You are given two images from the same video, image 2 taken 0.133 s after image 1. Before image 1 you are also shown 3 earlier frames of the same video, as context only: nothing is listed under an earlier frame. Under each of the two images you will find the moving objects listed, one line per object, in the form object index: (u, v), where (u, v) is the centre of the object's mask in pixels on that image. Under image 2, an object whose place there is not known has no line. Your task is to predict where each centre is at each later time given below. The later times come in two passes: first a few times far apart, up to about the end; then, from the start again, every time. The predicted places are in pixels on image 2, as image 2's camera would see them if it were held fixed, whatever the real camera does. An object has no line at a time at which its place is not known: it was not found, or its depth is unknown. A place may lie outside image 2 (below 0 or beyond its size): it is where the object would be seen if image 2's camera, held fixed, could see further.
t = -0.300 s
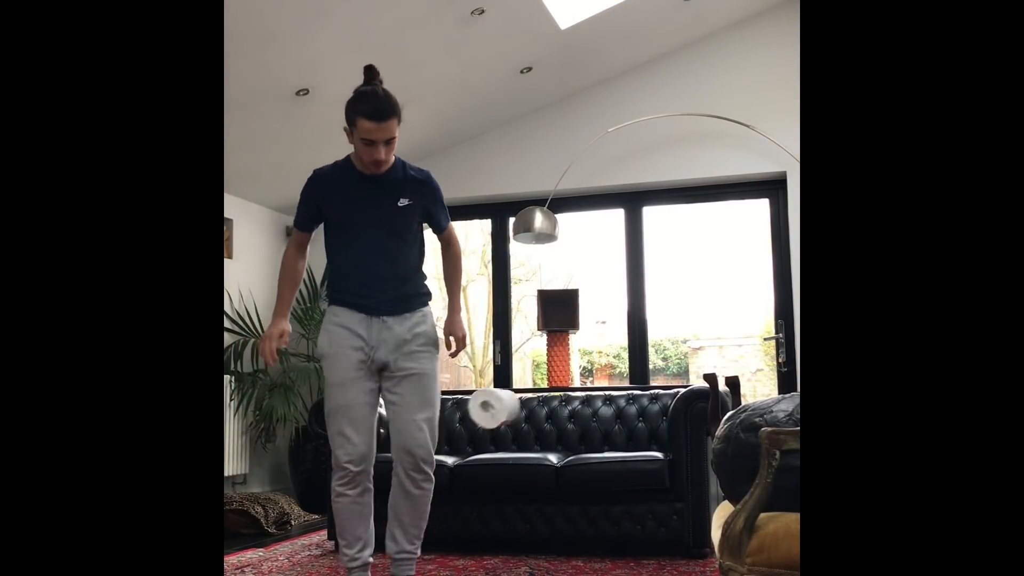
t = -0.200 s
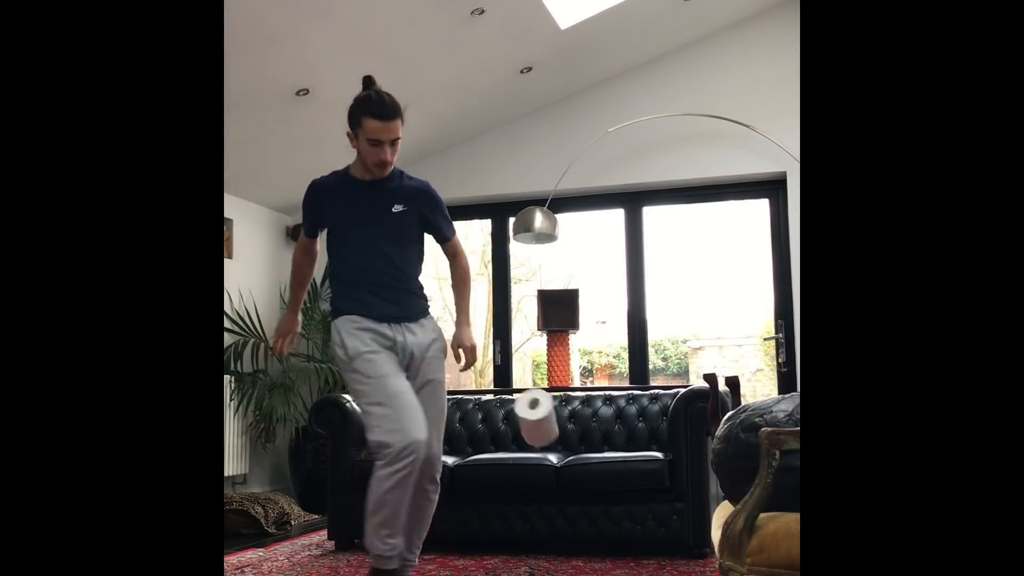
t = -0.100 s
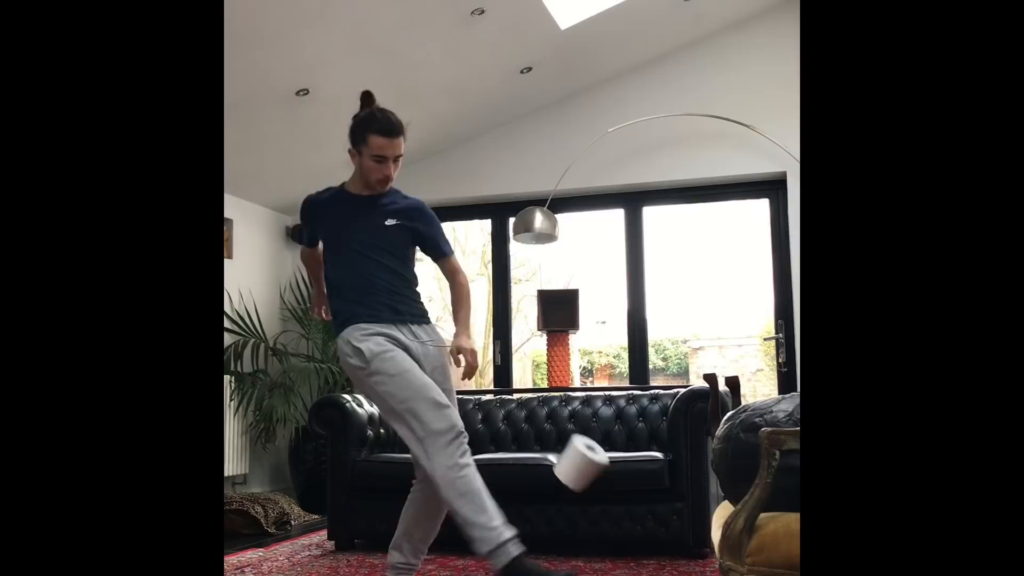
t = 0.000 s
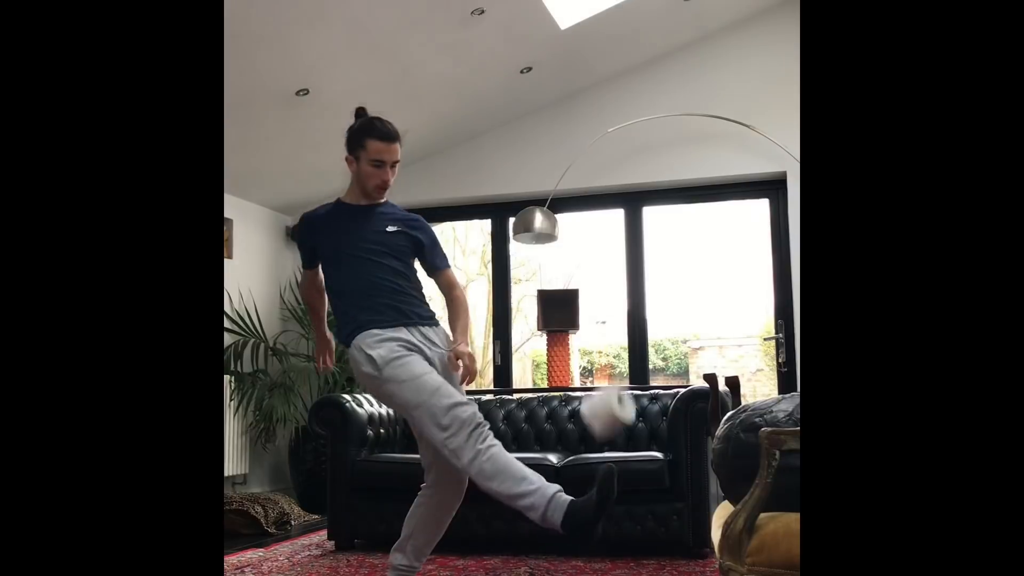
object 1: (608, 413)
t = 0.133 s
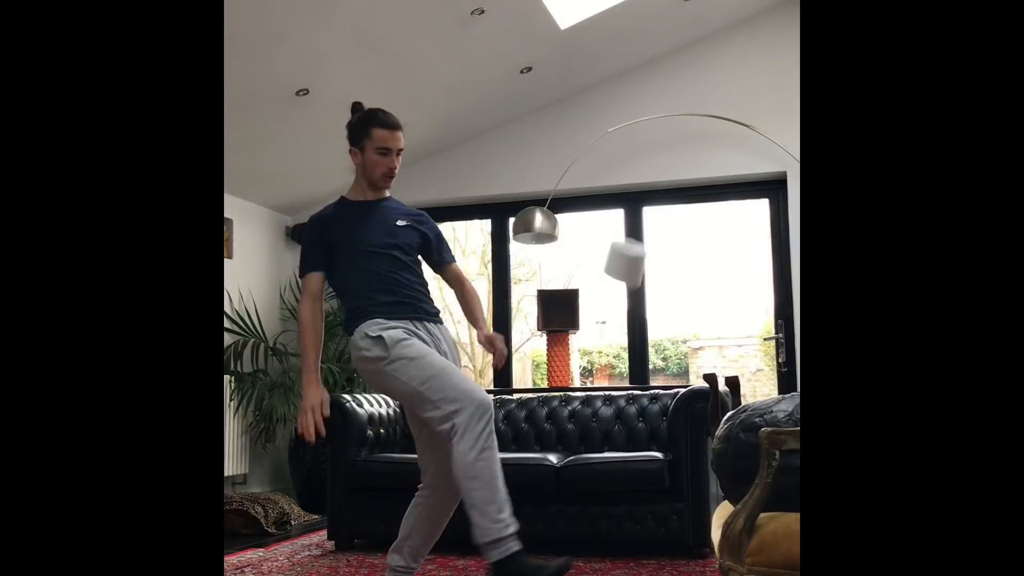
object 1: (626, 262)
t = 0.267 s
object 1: (642, 184)
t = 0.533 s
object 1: (684, 202)
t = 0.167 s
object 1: (630, 237)
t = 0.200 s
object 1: (634, 213)
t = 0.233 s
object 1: (638, 197)
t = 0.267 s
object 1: (642, 184)
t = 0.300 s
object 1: (647, 175)
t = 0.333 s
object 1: (652, 168)
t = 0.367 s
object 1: (657, 164)
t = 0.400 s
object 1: (663, 165)
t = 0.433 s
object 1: (669, 169)
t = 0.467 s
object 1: (673, 177)
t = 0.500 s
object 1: (679, 188)
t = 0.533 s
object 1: (684, 202)
